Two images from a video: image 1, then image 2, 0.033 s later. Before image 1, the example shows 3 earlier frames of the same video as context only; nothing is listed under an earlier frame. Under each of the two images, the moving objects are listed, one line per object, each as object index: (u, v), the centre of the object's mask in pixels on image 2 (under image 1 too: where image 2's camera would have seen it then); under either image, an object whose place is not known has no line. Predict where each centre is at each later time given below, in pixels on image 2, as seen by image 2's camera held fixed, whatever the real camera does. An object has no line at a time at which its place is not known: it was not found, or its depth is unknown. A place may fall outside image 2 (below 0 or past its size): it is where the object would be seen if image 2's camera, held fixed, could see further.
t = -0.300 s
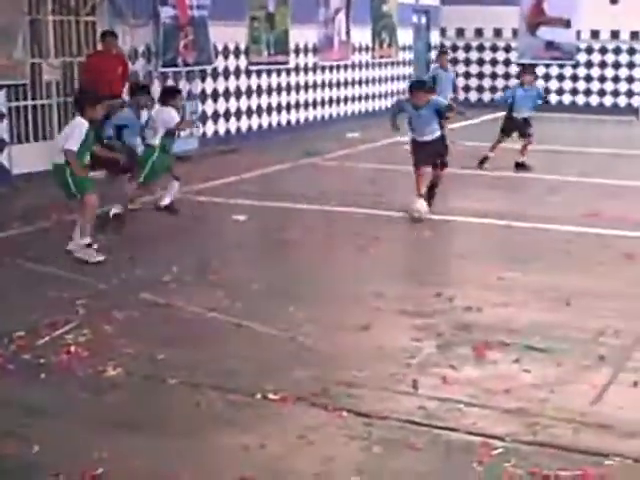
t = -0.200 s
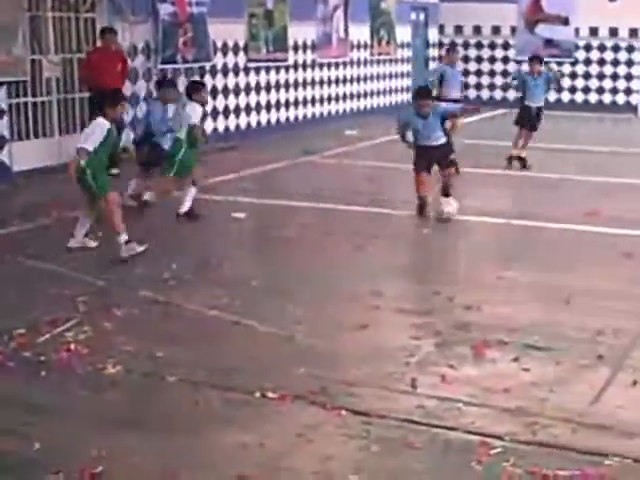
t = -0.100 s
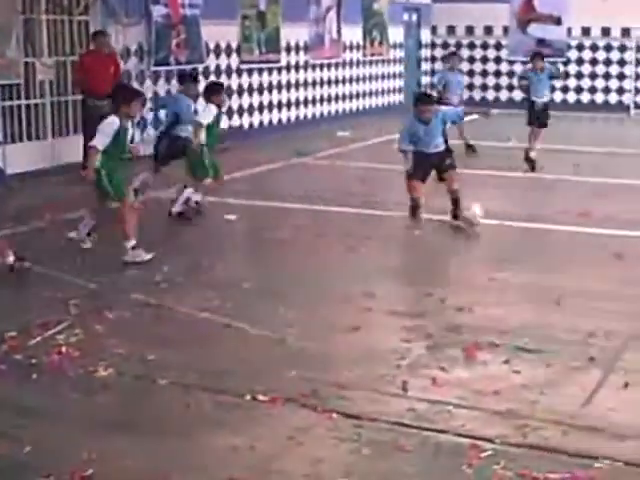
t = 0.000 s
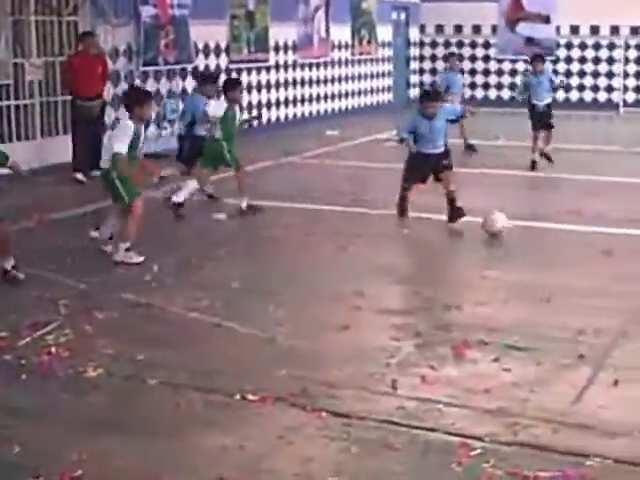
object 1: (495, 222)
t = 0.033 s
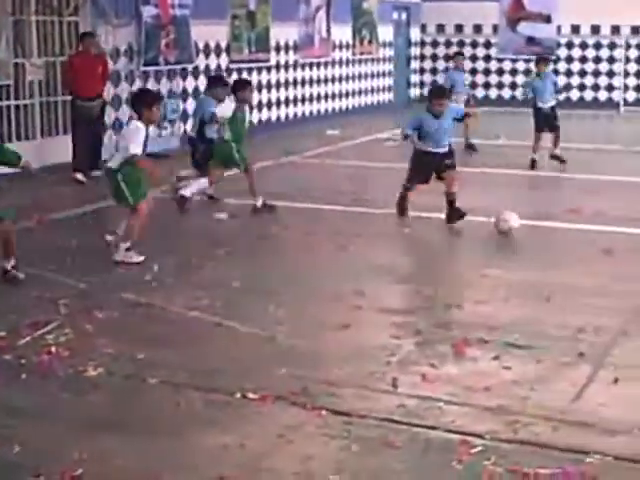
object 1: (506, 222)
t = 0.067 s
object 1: (519, 224)
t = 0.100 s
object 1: (532, 229)
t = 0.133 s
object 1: (545, 234)
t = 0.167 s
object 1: (558, 236)
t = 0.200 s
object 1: (569, 238)
